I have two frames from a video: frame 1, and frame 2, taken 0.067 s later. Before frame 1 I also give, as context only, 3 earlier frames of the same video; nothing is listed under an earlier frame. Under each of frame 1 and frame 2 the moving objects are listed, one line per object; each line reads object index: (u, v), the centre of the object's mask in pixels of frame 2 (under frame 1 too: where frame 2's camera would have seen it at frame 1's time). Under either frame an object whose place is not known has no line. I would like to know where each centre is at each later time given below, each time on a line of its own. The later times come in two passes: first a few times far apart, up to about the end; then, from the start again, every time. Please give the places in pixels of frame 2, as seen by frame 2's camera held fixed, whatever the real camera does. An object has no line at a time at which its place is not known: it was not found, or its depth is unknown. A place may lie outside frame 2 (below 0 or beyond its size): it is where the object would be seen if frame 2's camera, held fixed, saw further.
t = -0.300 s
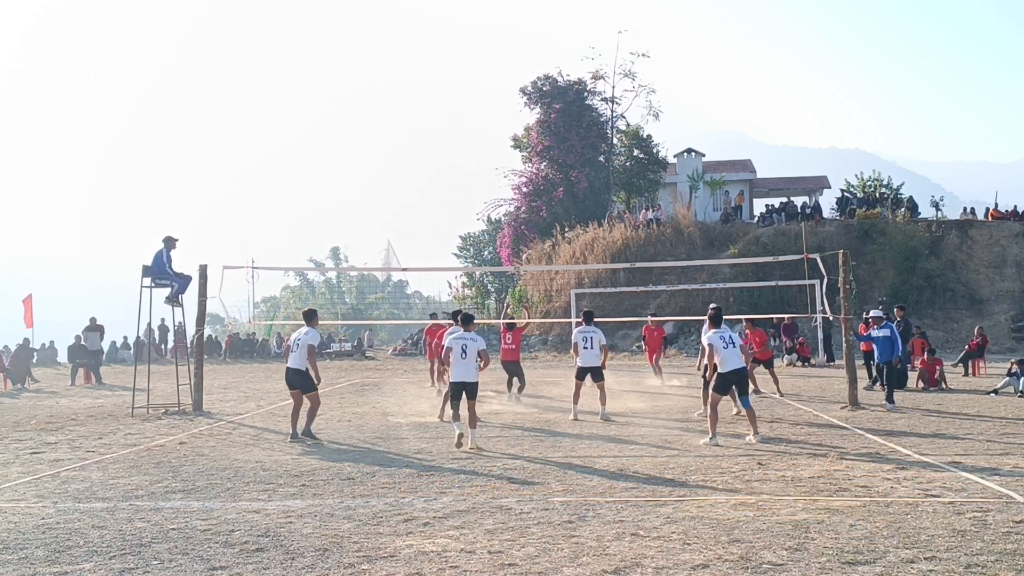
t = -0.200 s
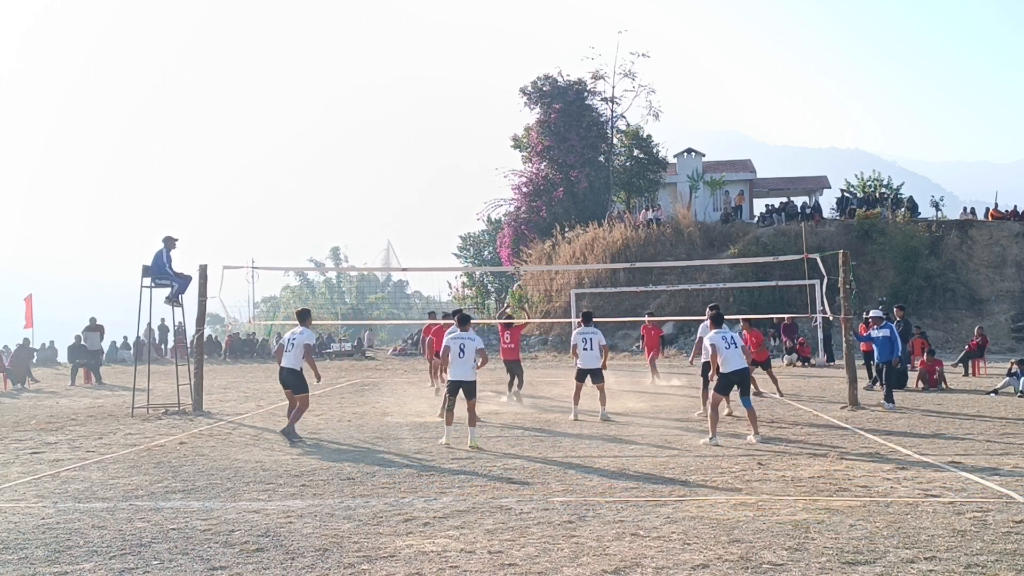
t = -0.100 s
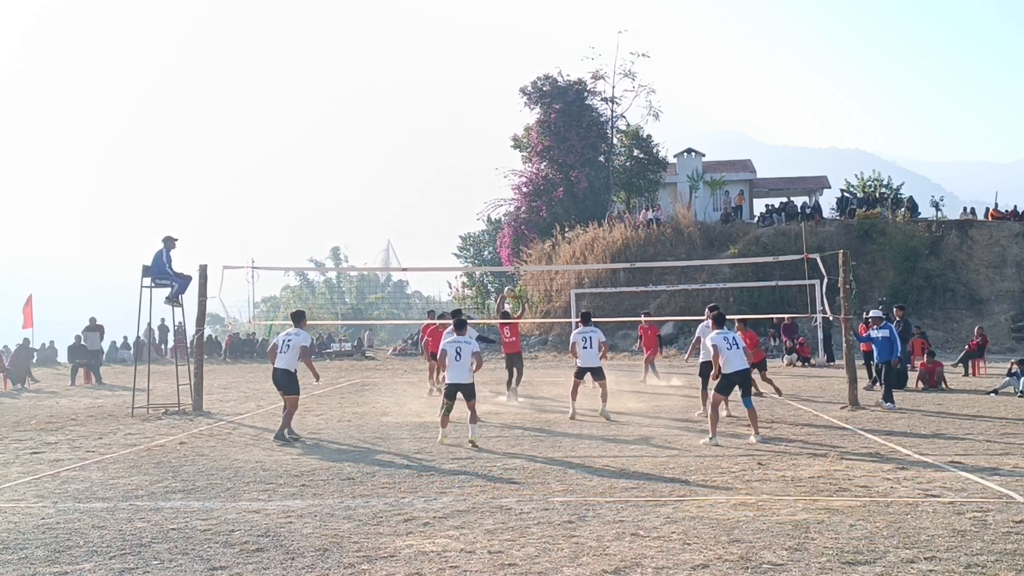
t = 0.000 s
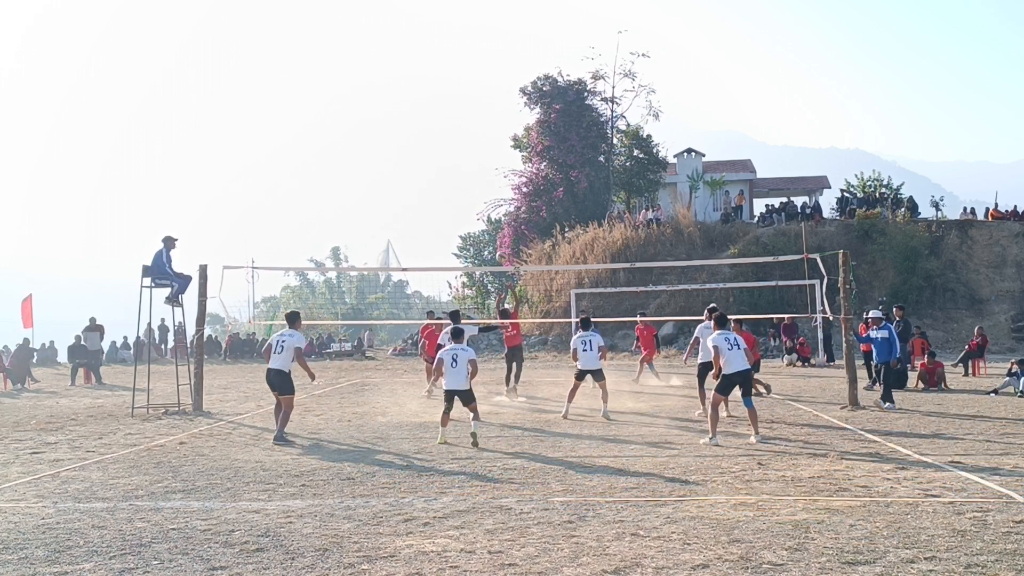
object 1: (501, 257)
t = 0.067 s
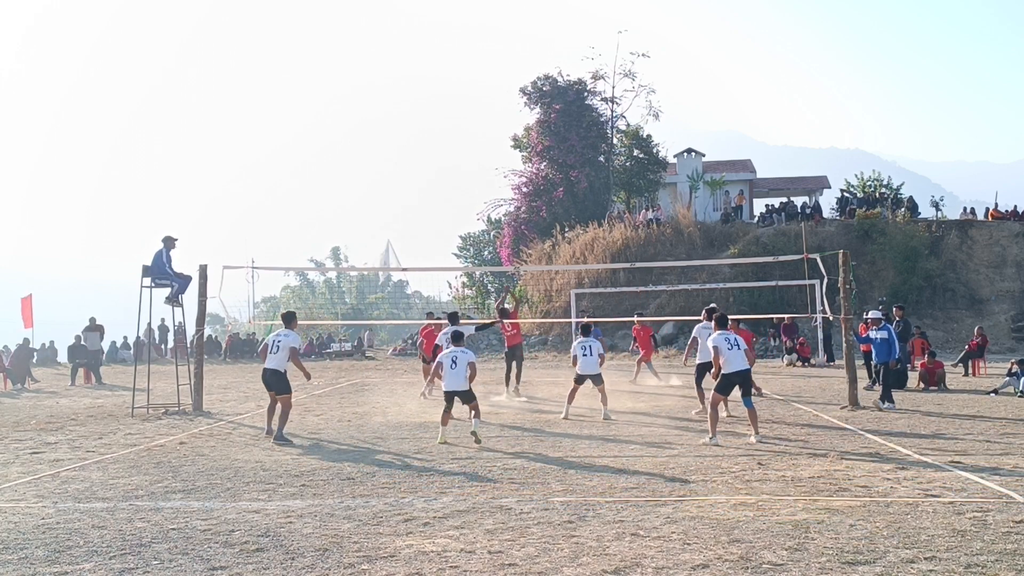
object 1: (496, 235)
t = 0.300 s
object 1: (479, 182)
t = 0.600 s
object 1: (456, 158)
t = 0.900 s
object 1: (432, 184)
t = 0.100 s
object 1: (494, 227)
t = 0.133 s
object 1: (491, 218)
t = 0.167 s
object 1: (489, 209)
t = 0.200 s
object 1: (486, 202)
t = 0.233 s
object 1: (484, 195)
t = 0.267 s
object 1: (481, 188)
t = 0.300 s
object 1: (479, 182)
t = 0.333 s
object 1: (476, 177)
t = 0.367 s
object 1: (473, 173)
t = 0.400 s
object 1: (471, 169)
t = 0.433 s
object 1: (468, 165)
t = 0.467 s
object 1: (466, 163)
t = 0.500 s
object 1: (463, 160)
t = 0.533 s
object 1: (461, 159)
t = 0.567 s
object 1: (458, 158)
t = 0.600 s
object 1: (456, 158)
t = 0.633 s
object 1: (453, 158)
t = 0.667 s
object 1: (450, 159)
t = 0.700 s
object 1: (448, 161)
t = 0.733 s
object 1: (445, 163)
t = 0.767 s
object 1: (443, 166)
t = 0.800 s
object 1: (440, 169)
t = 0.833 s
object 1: (438, 173)
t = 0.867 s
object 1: (435, 178)
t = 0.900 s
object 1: (432, 184)
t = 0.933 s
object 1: (430, 190)
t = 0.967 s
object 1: (427, 197)
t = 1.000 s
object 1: (425, 204)
